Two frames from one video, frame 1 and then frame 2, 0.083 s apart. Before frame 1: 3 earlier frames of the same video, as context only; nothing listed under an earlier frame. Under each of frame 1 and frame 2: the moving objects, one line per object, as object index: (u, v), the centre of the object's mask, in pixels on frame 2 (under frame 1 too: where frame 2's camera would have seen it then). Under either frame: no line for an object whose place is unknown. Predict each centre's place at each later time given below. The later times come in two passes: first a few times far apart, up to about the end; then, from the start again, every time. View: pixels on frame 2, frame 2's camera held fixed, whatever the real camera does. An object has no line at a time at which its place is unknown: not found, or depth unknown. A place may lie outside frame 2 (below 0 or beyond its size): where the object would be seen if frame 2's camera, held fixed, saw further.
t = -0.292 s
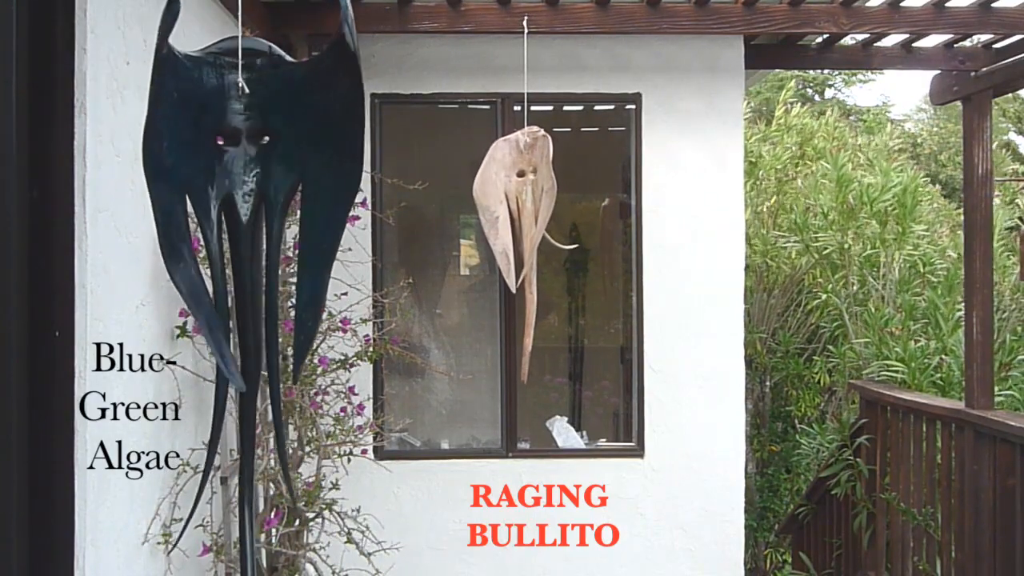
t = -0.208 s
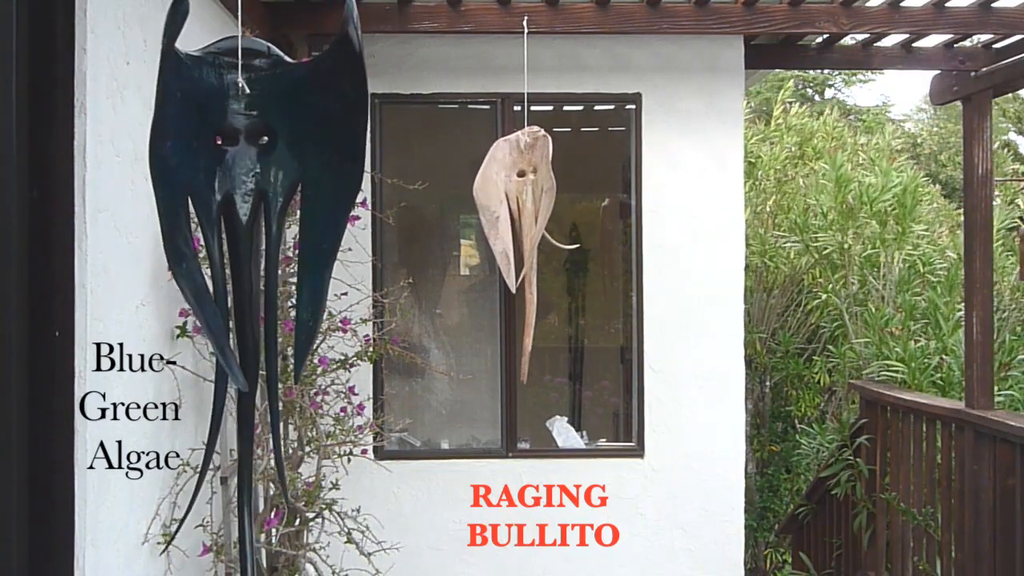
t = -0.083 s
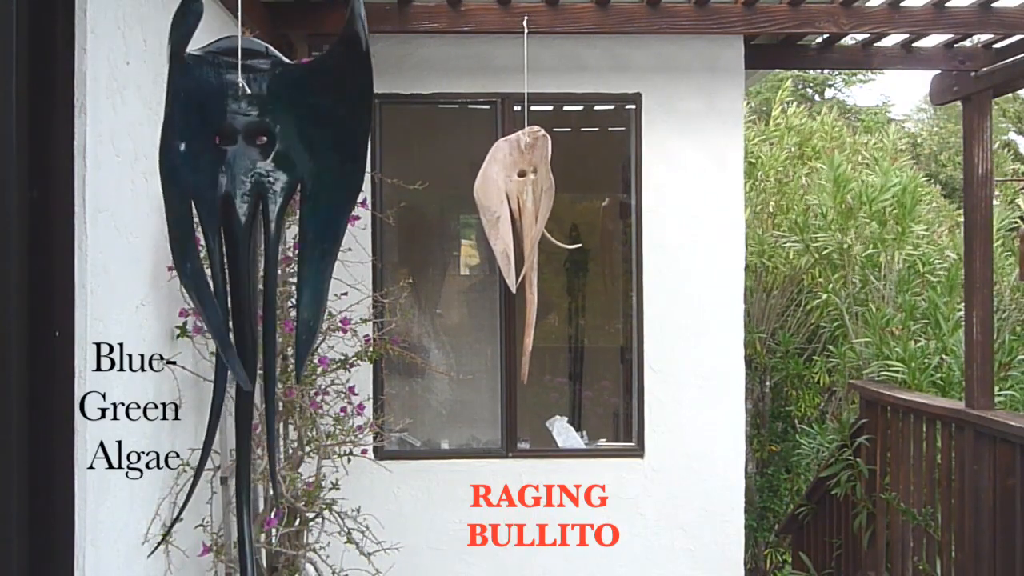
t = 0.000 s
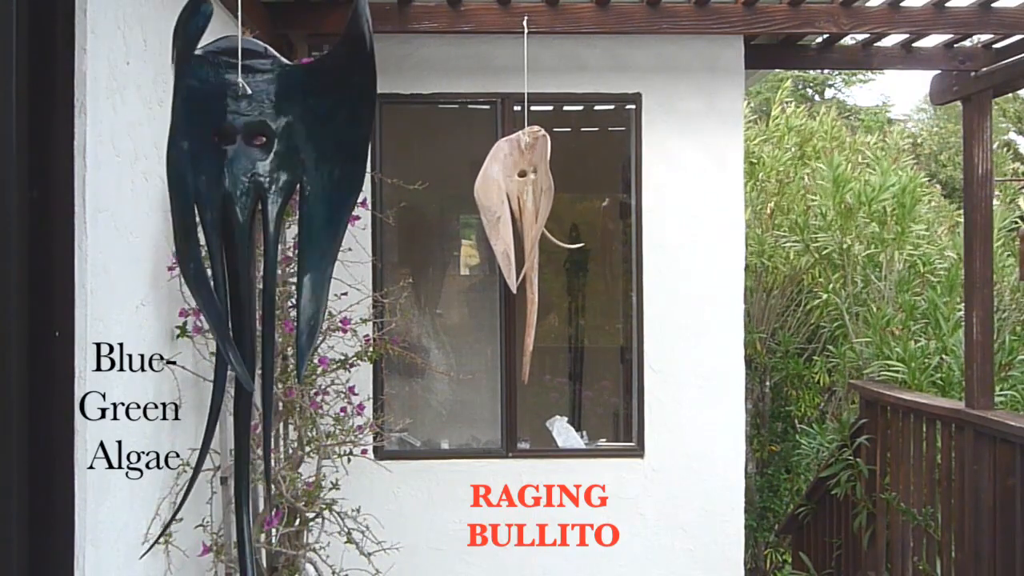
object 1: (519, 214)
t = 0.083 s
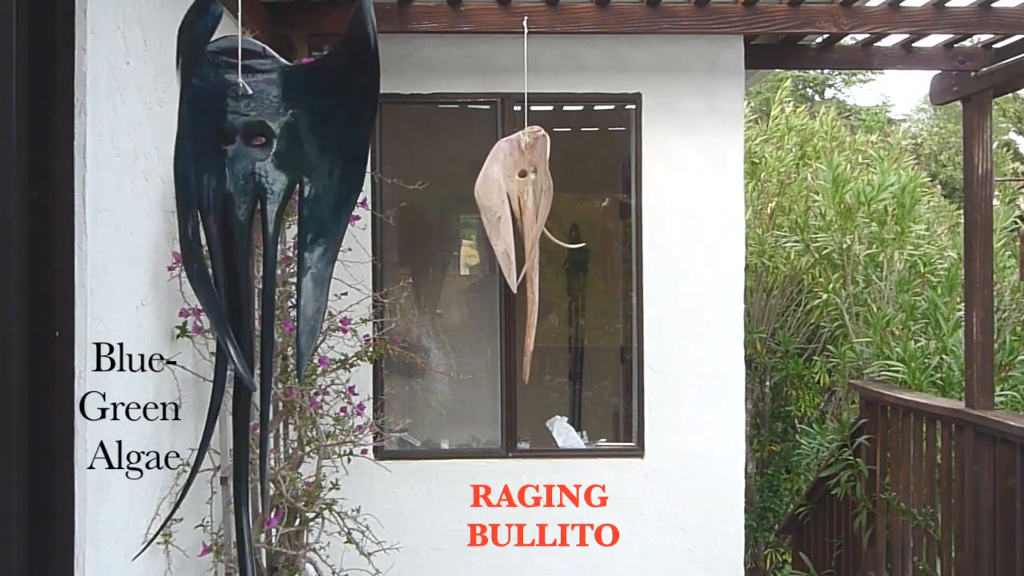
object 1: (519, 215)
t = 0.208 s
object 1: (519, 216)
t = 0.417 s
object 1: (520, 216)
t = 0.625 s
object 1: (519, 218)
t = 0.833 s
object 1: (518, 219)
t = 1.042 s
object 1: (517, 219)
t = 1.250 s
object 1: (517, 220)
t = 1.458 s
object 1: (518, 221)
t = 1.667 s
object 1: (519, 221)
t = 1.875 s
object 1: (521, 221)
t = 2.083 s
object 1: (522, 222)
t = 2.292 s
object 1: (522, 221)
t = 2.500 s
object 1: (521, 222)
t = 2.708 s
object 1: (521, 222)
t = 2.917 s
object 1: (521, 222)
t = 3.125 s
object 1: (521, 223)
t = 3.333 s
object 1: (523, 224)
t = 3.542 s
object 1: (524, 224)
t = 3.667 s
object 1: (525, 224)
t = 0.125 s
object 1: (519, 215)
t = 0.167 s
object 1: (519, 216)
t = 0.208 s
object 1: (519, 216)
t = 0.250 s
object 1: (519, 216)
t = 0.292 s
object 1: (519, 216)
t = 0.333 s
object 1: (520, 216)
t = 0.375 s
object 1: (520, 216)
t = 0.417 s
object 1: (520, 216)
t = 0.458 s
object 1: (519, 217)
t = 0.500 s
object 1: (519, 217)
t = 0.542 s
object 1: (519, 217)
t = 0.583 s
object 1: (519, 217)
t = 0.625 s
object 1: (519, 218)
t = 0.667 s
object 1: (519, 218)
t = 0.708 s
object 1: (519, 219)
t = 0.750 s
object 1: (519, 219)
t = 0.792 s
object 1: (518, 219)
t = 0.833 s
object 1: (518, 219)
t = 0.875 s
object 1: (518, 219)
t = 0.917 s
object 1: (518, 219)
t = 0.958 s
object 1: (517, 219)
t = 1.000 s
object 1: (517, 220)
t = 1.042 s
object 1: (517, 219)
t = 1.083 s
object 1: (517, 220)
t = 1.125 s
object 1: (517, 220)
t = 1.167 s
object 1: (517, 220)
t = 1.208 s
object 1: (517, 220)
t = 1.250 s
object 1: (517, 220)
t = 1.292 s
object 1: (518, 221)
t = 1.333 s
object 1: (518, 220)
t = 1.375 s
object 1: (518, 221)
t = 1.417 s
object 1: (518, 221)
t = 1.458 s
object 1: (518, 221)
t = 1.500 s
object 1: (518, 221)
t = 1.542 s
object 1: (519, 221)
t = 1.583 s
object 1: (519, 221)
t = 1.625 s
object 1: (519, 221)
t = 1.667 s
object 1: (519, 221)
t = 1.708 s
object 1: (520, 221)
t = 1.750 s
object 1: (520, 221)
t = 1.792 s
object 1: (520, 221)
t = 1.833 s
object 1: (521, 221)
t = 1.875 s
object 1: (521, 221)
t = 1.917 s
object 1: (521, 221)
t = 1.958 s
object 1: (521, 221)
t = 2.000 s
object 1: (521, 222)
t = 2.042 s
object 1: (522, 221)
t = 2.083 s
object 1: (522, 222)
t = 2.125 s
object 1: (522, 222)
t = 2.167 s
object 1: (522, 222)
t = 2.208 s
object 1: (522, 222)
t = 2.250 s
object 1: (522, 222)
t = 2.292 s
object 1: (522, 221)
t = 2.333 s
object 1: (522, 221)
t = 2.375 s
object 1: (521, 222)
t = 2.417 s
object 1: (521, 222)
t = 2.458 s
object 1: (521, 222)
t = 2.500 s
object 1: (521, 222)
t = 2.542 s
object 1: (521, 222)
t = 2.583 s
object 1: (521, 222)
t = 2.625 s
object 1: (521, 222)
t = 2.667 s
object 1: (521, 222)
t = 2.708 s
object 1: (521, 222)
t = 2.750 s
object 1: (520, 223)
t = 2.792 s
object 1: (520, 223)
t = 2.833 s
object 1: (521, 223)
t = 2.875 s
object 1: (521, 223)
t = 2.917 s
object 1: (521, 222)
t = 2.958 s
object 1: (521, 223)
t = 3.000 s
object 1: (521, 223)
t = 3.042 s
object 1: (521, 223)
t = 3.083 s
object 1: (521, 223)
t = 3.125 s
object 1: (521, 223)
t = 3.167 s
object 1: (522, 223)
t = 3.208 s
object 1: (522, 224)
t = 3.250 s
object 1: (522, 223)
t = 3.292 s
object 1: (523, 224)
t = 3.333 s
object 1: (523, 224)
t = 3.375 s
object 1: (523, 224)
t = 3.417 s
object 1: (524, 224)
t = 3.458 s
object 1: (524, 224)
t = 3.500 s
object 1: (524, 224)
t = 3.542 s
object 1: (524, 224)
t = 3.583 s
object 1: (524, 224)
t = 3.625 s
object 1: (525, 224)
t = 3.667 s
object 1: (525, 224)
